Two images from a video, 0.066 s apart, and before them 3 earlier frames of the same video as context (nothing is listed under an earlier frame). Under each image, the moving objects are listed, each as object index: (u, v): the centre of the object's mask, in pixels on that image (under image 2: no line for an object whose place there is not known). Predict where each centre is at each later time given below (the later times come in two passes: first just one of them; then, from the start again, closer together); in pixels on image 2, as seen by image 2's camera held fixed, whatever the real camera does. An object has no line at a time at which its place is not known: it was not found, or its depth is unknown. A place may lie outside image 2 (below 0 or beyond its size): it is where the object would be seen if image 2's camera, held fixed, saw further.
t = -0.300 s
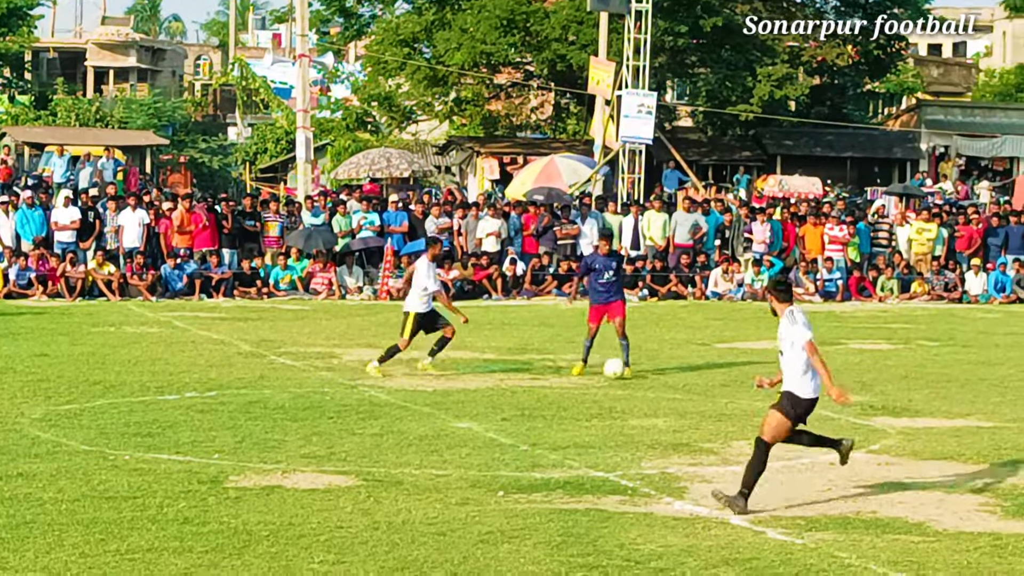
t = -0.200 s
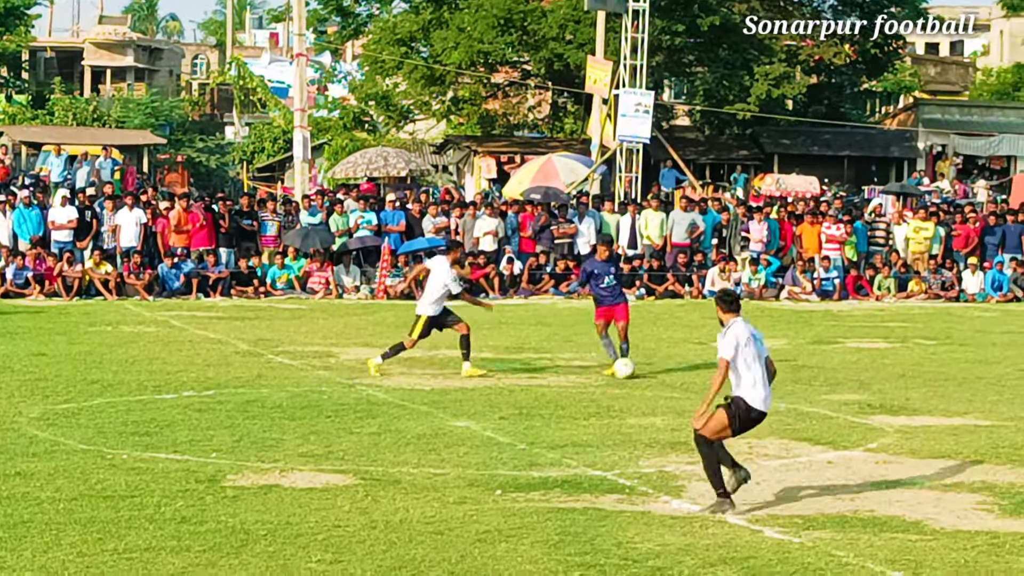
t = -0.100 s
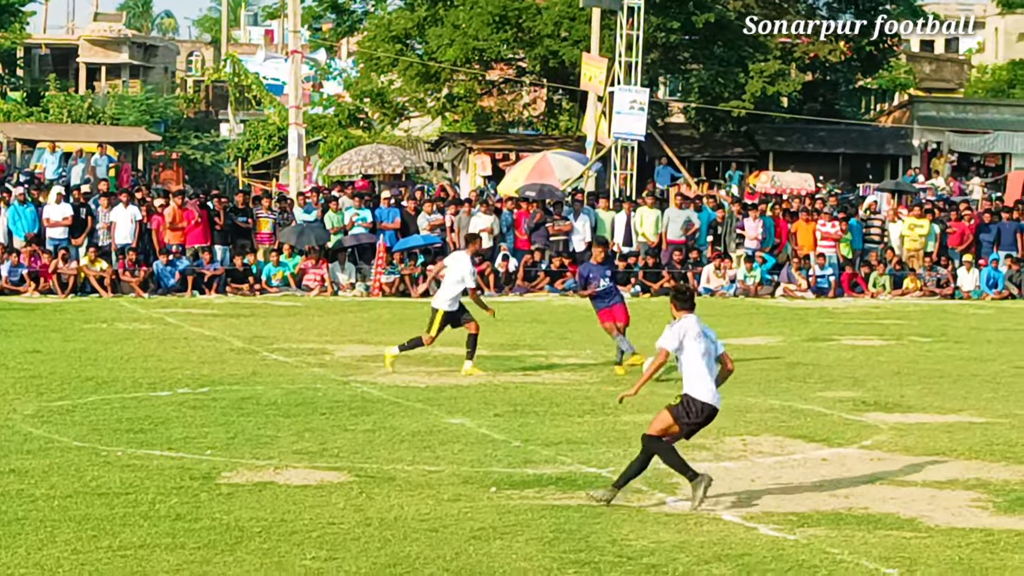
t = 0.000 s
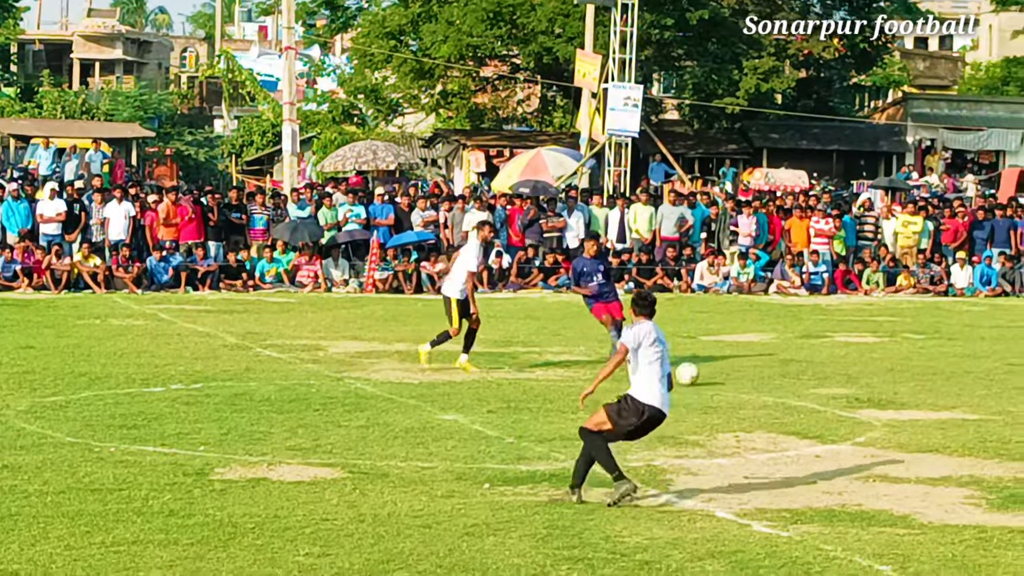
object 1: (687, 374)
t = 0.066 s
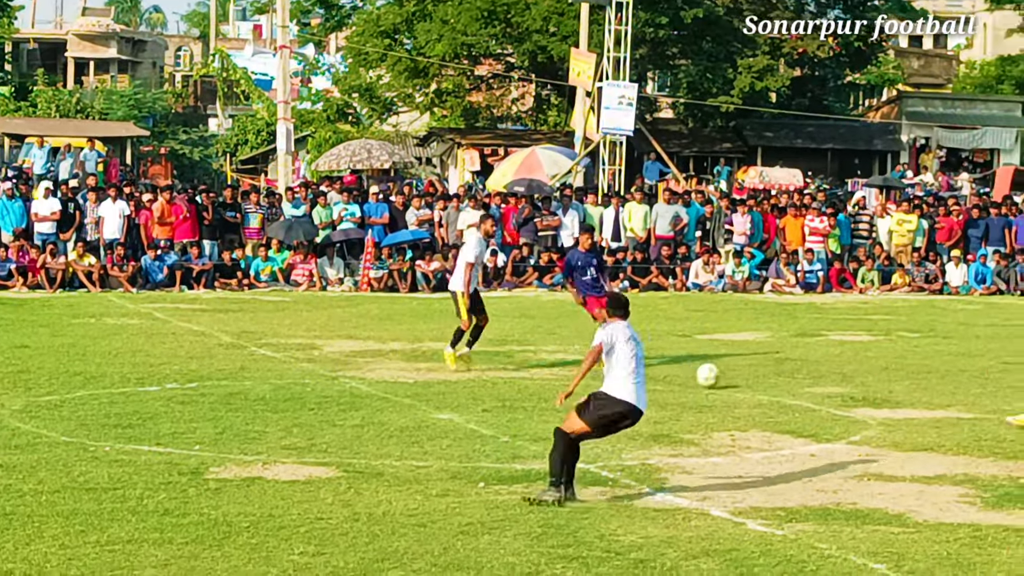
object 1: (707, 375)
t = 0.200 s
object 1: (755, 380)
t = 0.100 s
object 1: (720, 378)
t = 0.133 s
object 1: (732, 381)
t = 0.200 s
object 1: (755, 380)
